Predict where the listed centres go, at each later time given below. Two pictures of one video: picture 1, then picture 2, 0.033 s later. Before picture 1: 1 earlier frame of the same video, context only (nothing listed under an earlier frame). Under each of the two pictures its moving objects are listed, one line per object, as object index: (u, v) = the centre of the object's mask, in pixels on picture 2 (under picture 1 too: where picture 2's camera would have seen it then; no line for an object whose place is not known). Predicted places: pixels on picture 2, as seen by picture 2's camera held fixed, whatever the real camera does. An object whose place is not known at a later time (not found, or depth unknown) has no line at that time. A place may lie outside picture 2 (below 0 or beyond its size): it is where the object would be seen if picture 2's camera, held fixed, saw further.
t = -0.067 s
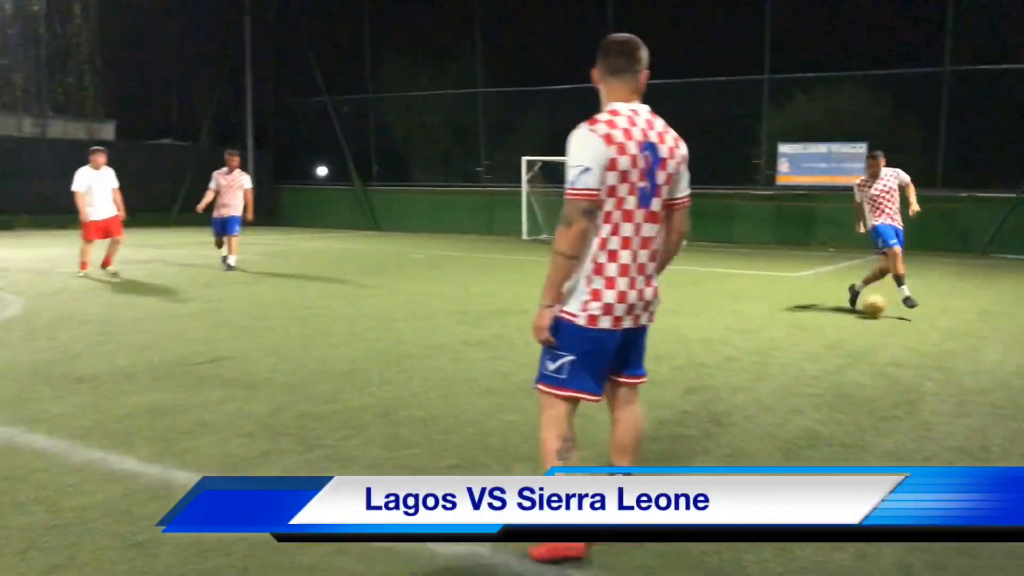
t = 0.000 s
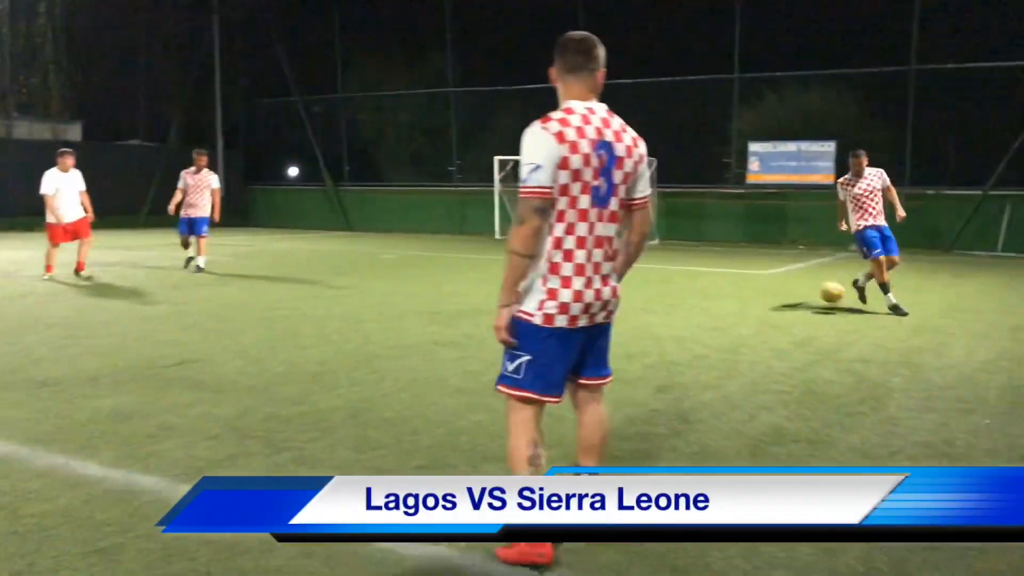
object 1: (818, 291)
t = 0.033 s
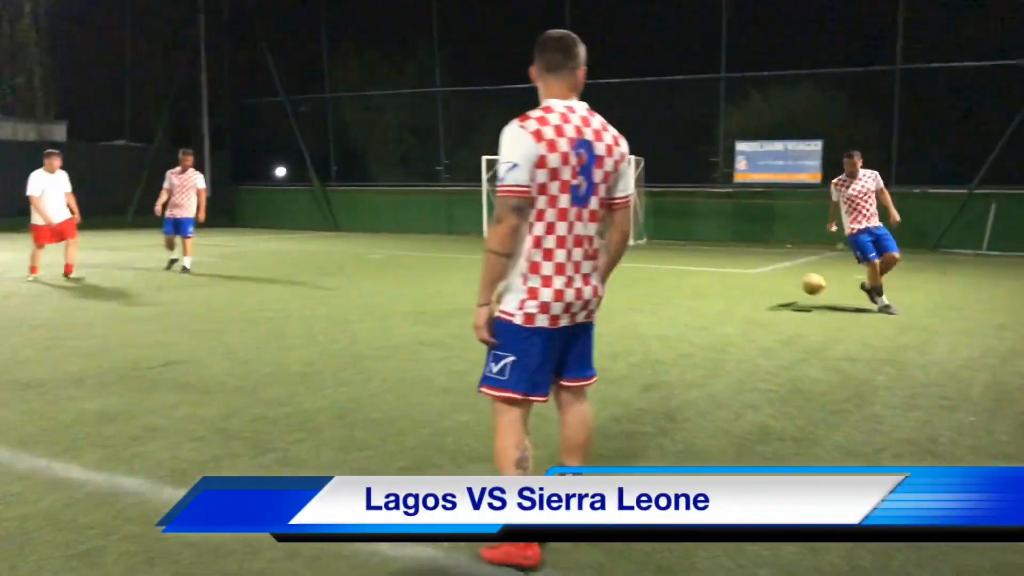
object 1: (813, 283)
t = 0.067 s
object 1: (808, 278)
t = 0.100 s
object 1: (802, 274)
